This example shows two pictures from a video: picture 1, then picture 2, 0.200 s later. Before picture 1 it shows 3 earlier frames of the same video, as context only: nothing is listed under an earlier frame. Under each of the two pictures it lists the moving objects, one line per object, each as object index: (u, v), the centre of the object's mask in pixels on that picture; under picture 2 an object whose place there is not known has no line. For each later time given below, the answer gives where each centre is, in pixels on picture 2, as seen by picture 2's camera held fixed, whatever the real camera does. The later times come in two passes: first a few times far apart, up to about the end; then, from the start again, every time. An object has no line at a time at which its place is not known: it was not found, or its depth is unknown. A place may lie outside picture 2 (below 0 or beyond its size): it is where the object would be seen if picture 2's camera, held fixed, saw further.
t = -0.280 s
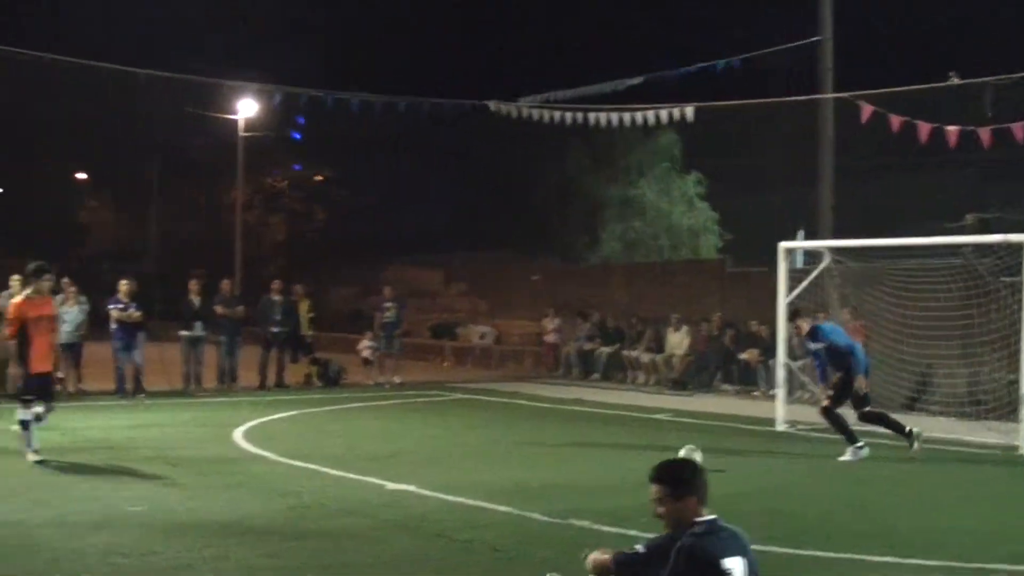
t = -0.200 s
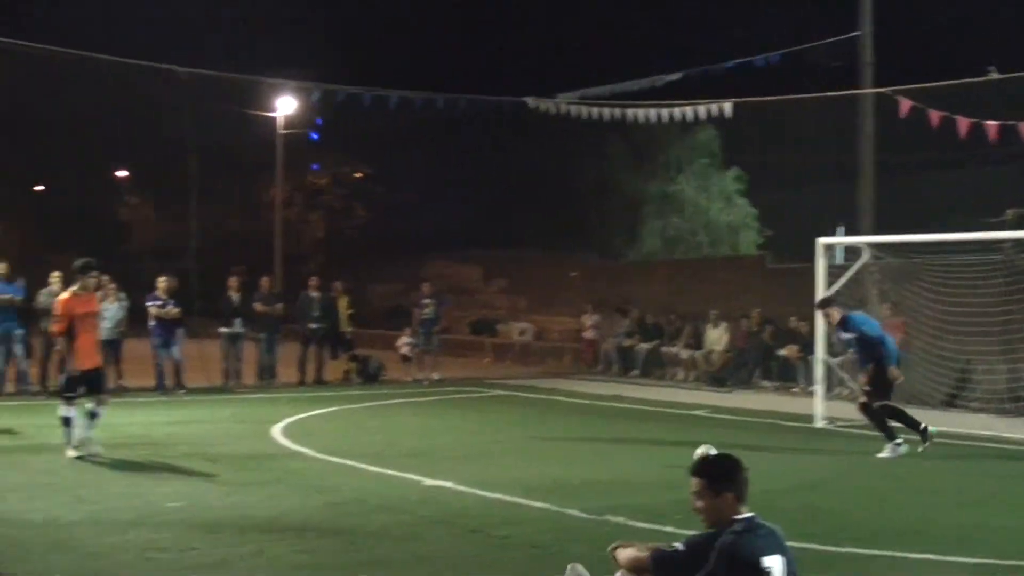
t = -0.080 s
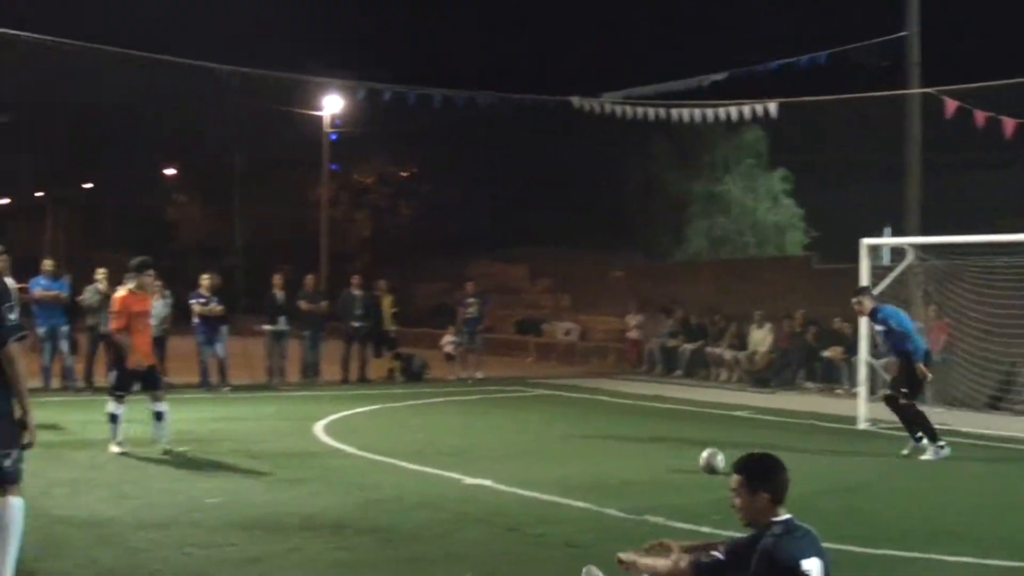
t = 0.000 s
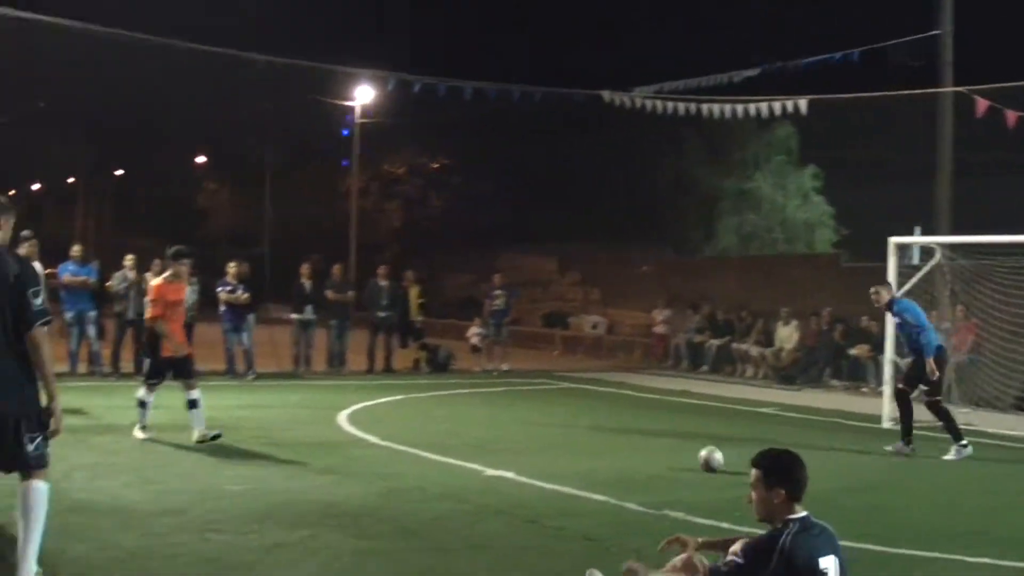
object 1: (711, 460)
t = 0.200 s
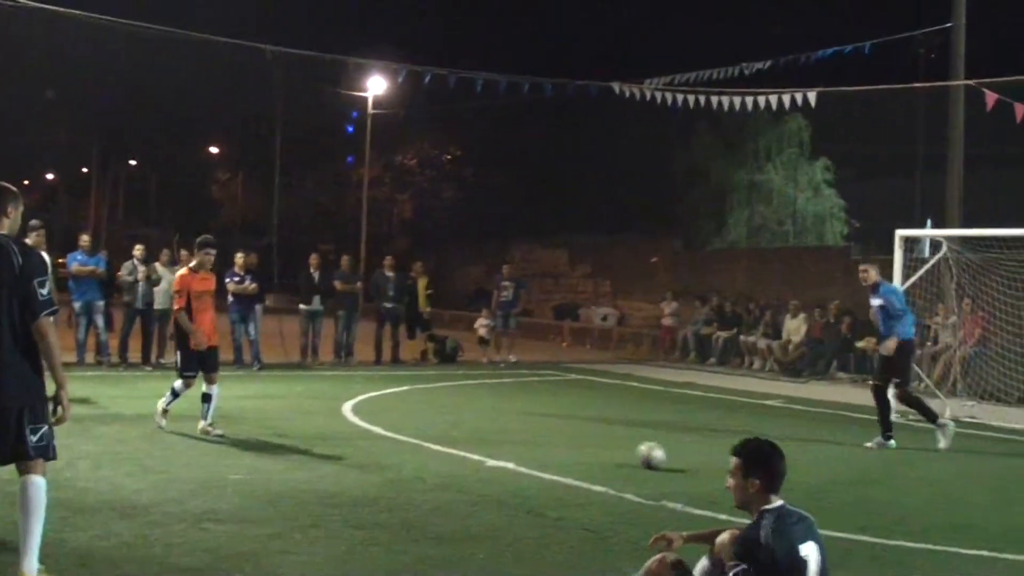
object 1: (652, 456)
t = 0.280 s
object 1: (626, 457)
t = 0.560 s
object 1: (533, 463)
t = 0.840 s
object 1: (439, 470)
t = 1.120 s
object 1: (336, 476)
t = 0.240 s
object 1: (639, 457)
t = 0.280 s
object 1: (626, 457)
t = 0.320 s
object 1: (613, 458)
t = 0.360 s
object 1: (601, 459)
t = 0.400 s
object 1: (588, 459)
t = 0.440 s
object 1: (574, 461)
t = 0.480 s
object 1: (560, 461)
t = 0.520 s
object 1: (547, 463)
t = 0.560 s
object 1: (533, 463)
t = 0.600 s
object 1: (522, 462)
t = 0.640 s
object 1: (508, 464)
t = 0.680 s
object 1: (494, 467)
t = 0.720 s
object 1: (481, 467)
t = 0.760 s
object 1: (466, 468)
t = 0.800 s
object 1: (453, 469)
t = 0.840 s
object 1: (439, 470)
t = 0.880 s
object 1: (424, 471)
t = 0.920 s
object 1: (408, 472)
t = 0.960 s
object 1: (394, 472)
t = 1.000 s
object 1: (380, 474)
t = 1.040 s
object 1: (367, 475)
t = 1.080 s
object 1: (351, 475)
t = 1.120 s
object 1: (336, 476)
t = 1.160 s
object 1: (321, 477)
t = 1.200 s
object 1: (306, 478)
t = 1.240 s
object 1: (290, 480)
